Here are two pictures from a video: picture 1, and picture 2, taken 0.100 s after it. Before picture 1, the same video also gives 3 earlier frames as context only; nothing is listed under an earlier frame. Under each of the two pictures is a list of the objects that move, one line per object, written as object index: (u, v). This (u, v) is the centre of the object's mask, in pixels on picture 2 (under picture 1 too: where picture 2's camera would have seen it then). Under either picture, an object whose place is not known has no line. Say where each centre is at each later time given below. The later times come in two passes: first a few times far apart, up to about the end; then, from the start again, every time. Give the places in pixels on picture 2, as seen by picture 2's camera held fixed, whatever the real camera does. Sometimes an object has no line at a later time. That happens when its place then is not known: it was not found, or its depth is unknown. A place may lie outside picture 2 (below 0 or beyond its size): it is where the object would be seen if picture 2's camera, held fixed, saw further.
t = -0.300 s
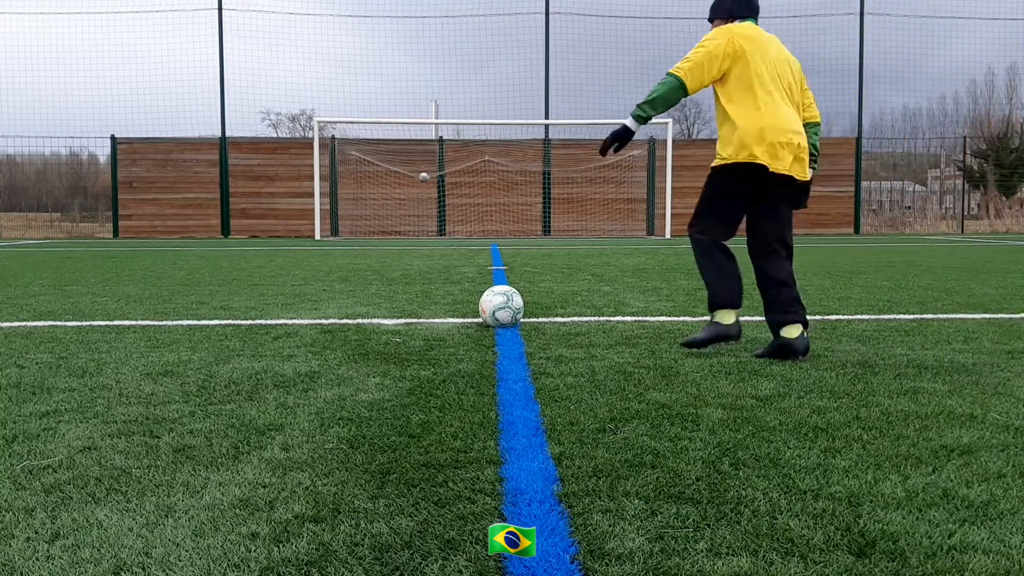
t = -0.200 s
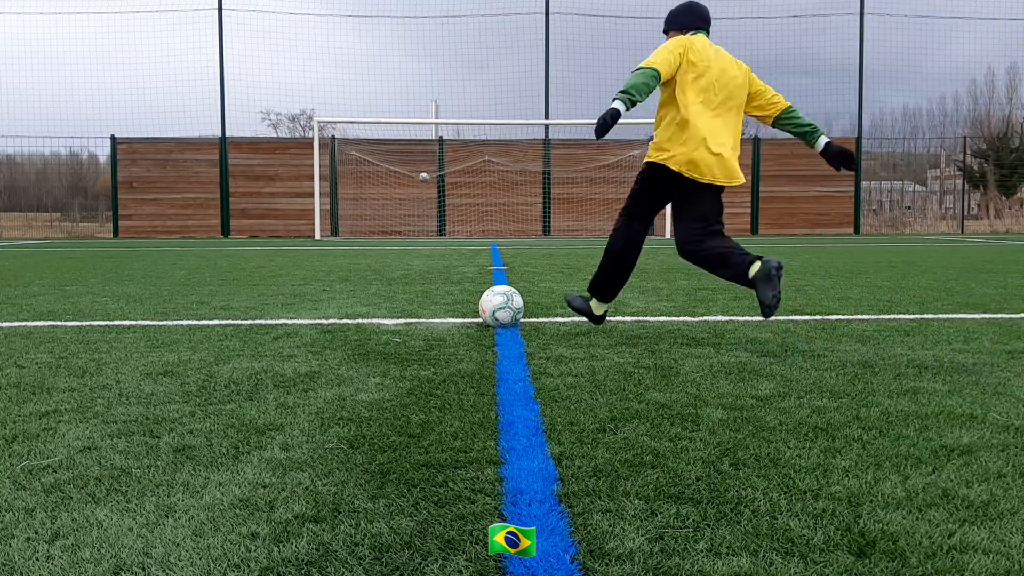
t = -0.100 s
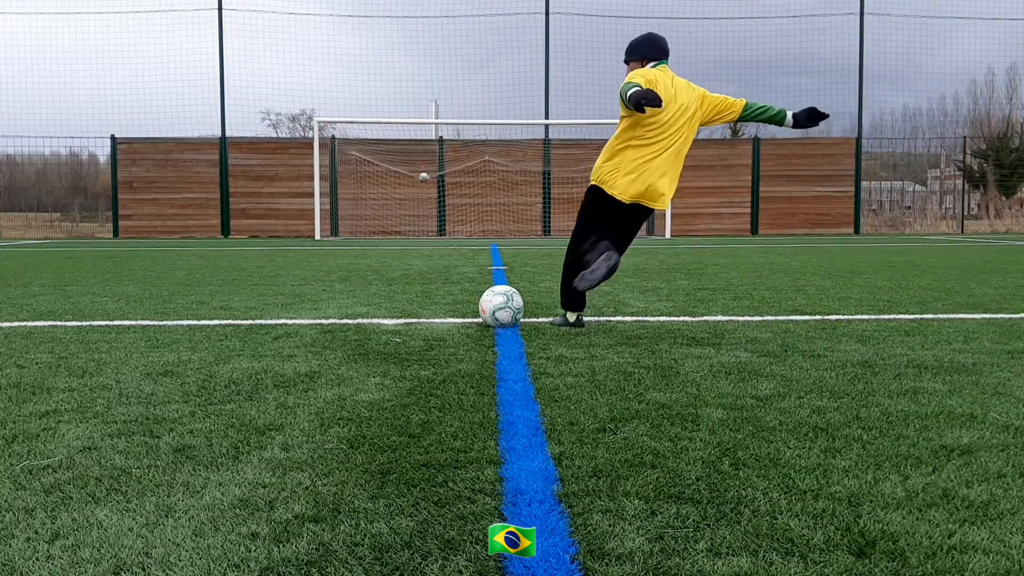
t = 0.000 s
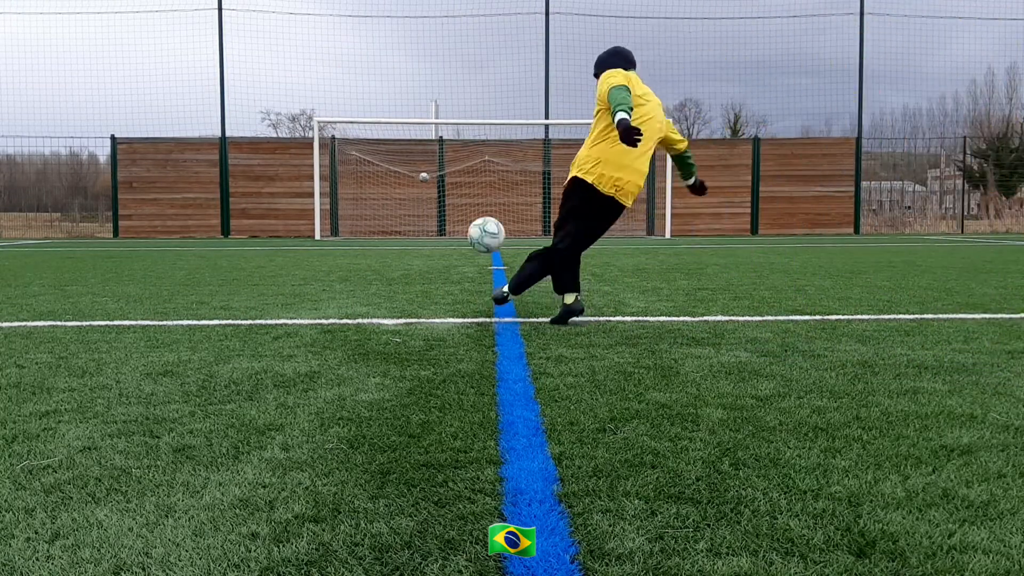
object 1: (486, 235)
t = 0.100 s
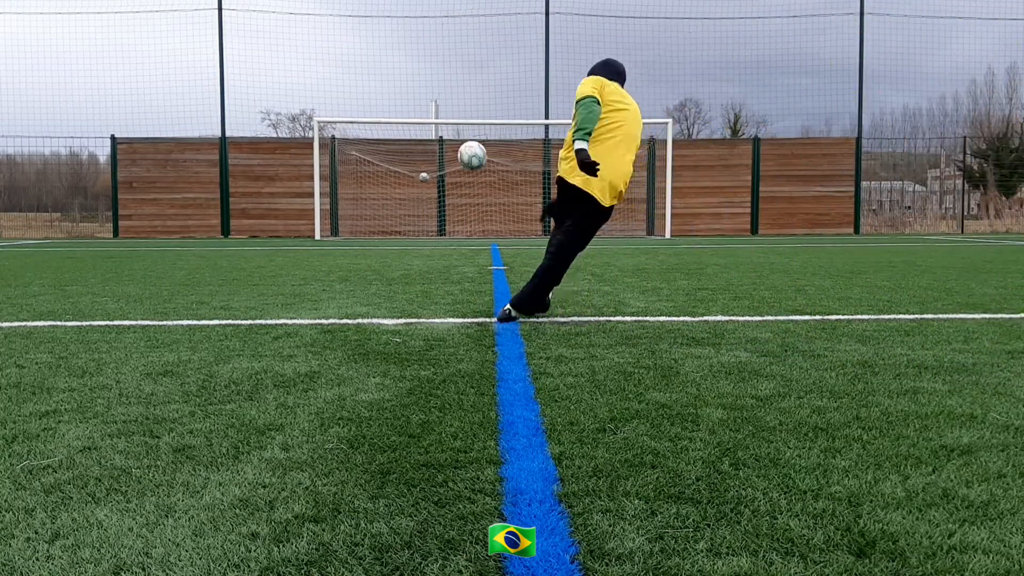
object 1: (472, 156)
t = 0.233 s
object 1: (467, 104)
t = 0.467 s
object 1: (470, 81)
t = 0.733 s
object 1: (483, 97)
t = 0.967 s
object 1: (494, 95)
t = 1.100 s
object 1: (495, 40)
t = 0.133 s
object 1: (470, 138)
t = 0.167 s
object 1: (468, 125)
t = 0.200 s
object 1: (467, 113)
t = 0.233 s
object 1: (467, 104)
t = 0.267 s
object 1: (466, 97)
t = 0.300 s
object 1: (466, 92)
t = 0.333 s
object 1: (467, 87)
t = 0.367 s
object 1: (467, 84)
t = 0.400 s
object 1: (469, 82)
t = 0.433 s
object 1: (469, 81)
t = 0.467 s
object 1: (470, 81)
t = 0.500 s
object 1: (472, 81)
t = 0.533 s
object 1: (473, 82)
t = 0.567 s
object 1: (475, 84)
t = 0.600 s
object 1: (476, 85)
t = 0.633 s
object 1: (478, 88)
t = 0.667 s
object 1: (480, 91)
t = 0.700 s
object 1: (482, 94)
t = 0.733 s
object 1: (483, 97)
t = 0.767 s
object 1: (485, 101)
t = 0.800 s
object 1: (487, 105)
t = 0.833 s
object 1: (489, 109)
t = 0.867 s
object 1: (491, 113)
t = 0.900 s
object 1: (493, 118)
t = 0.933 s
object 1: (493, 109)
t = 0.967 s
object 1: (494, 95)
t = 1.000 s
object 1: (494, 81)
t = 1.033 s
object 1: (494, 66)
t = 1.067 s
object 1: (495, 53)
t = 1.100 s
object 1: (495, 40)
